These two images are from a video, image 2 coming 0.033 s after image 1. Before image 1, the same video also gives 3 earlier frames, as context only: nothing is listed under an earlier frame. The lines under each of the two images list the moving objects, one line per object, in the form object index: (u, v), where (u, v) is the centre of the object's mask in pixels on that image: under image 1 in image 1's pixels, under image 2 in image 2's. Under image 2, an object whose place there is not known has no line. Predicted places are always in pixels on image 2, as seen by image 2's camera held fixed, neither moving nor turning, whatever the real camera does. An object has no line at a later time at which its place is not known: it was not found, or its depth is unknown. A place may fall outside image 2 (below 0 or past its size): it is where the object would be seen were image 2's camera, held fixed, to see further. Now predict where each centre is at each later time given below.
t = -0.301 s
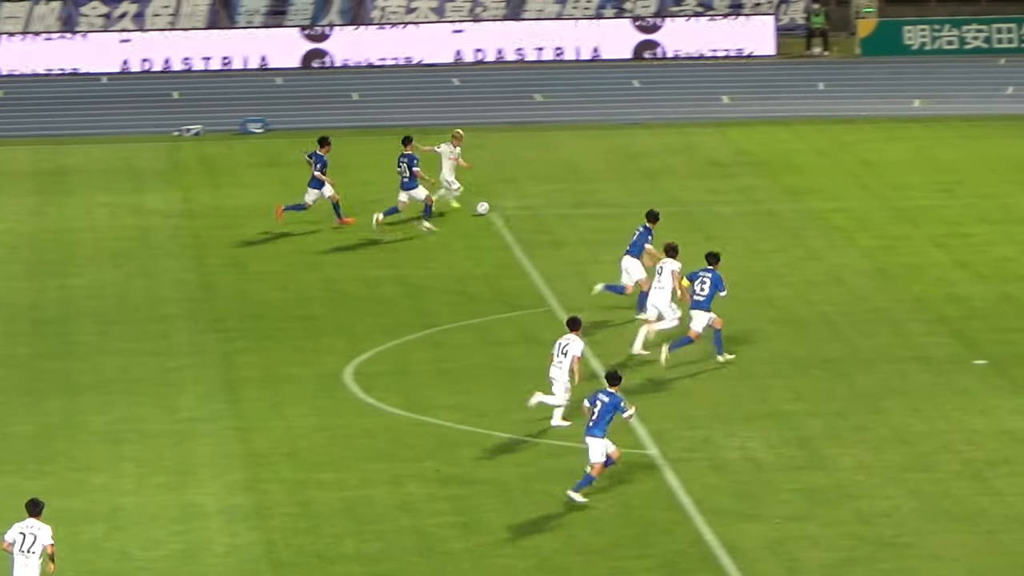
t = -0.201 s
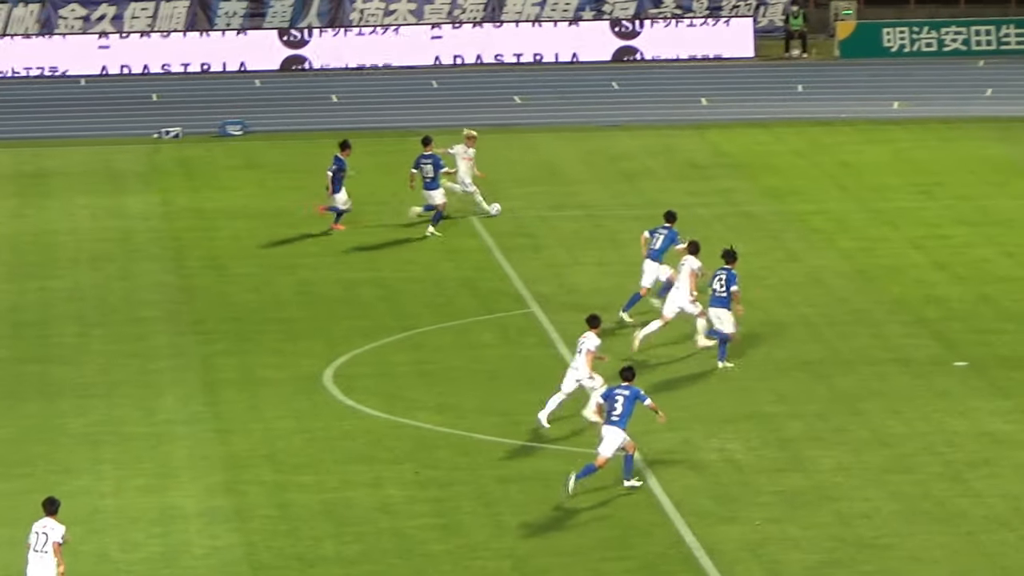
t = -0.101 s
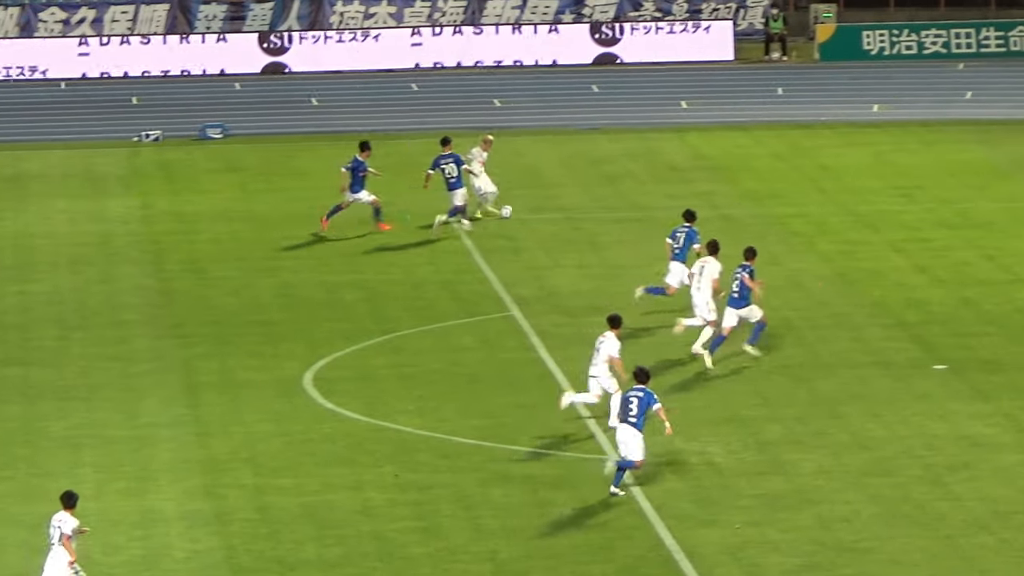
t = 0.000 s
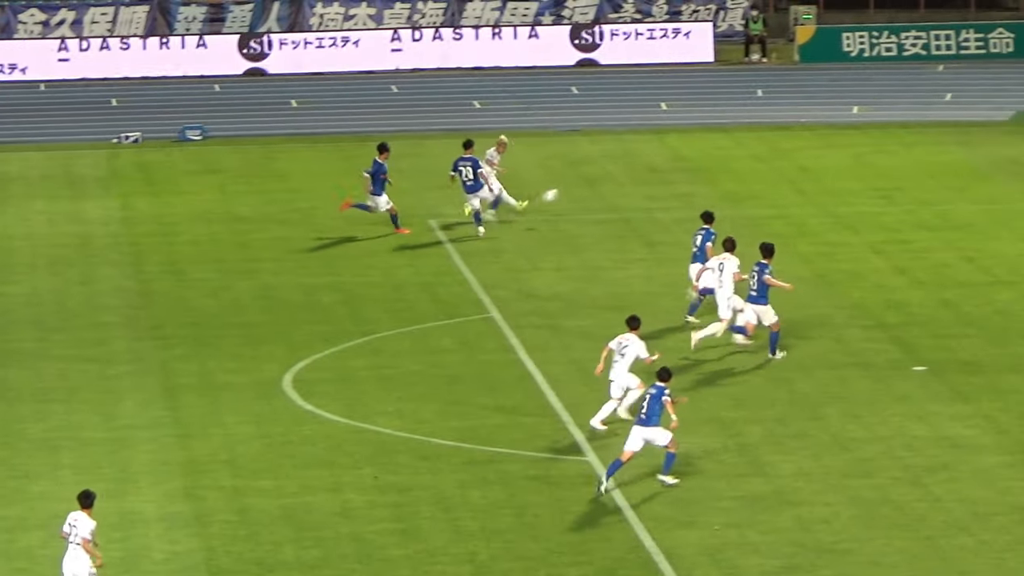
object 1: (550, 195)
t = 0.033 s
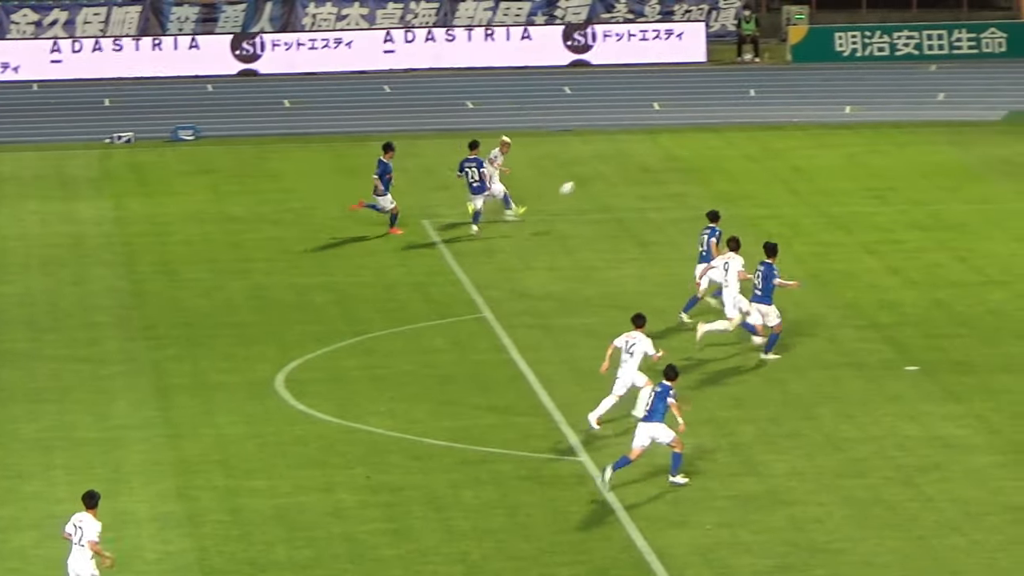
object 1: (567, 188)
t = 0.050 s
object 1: (578, 185)
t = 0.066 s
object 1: (589, 182)
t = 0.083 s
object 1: (599, 178)
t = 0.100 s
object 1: (609, 175)
